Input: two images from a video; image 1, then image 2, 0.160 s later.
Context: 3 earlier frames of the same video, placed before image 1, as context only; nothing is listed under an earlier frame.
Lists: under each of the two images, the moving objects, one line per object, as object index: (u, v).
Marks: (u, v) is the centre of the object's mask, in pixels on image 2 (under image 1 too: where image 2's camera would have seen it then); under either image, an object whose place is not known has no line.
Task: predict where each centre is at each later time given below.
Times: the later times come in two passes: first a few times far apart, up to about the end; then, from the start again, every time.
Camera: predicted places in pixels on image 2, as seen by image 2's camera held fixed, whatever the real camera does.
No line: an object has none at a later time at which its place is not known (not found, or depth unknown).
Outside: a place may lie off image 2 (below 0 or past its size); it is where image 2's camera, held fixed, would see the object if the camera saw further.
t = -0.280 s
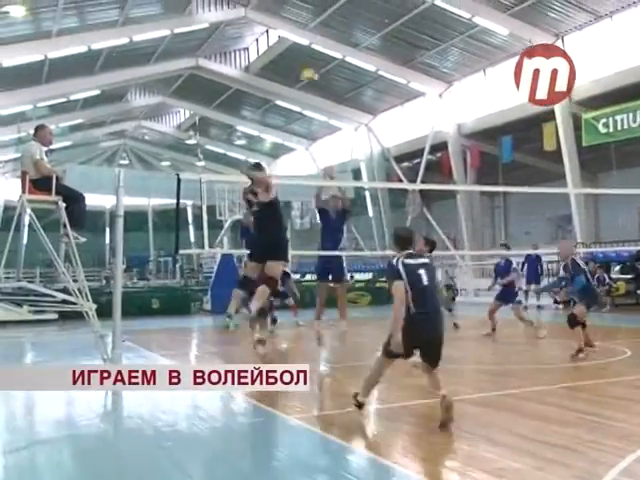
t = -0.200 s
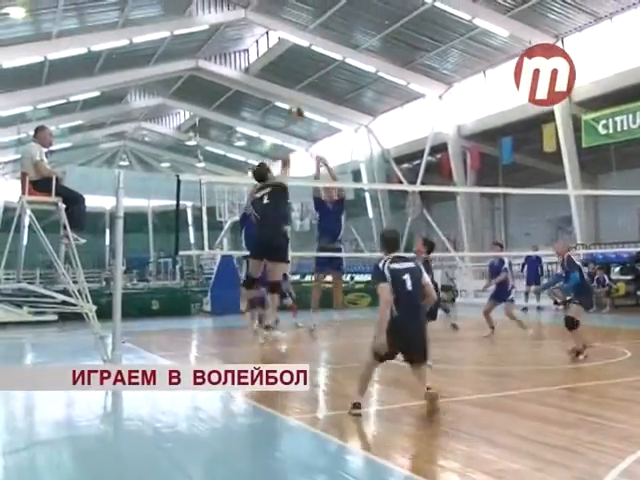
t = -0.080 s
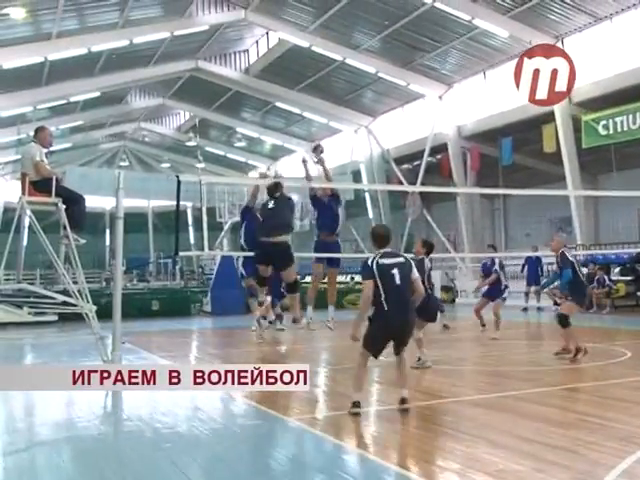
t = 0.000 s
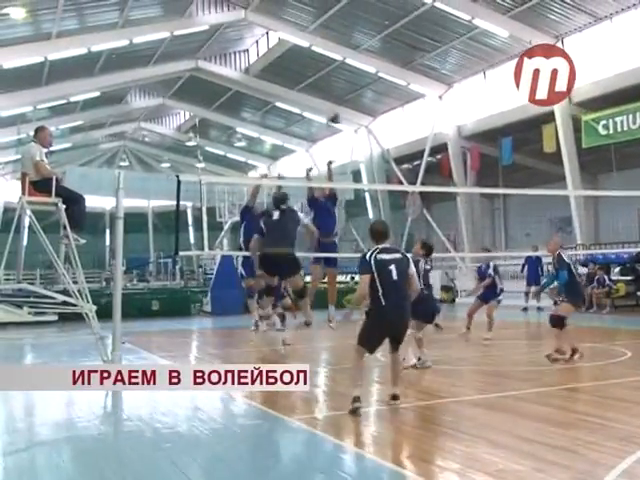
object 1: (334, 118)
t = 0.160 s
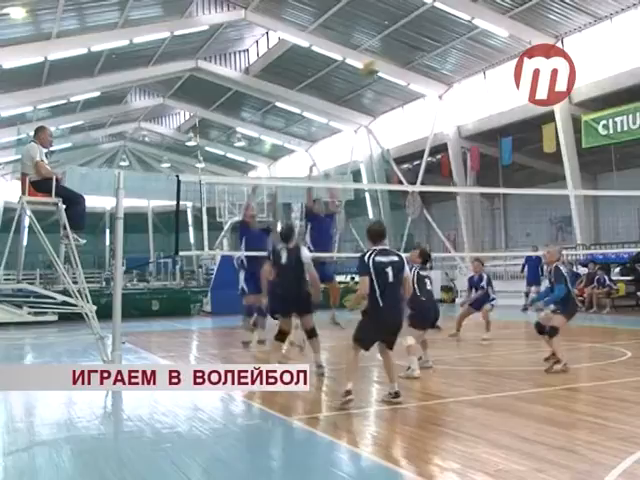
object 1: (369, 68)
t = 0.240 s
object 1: (389, 47)
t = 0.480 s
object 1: (454, 16)
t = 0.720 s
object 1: (533, 33)
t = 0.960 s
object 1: (630, 109)
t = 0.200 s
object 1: (378, 59)
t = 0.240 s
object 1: (389, 47)
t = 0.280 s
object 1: (398, 39)
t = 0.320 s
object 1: (409, 32)
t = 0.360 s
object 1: (419, 26)
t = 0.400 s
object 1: (431, 22)
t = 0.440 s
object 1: (440, 20)
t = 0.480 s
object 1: (454, 16)
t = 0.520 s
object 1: (466, 17)
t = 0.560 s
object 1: (479, 17)
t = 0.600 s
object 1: (491, 19)
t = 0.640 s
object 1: (506, 23)
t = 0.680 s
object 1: (519, 27)
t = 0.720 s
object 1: (533, 33)
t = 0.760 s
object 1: (548, 42)
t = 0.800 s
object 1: (562, 51)
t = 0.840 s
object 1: (578, 63)
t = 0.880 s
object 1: (595, 78)
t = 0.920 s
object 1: (611, 94)
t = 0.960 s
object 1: (630, 109)
